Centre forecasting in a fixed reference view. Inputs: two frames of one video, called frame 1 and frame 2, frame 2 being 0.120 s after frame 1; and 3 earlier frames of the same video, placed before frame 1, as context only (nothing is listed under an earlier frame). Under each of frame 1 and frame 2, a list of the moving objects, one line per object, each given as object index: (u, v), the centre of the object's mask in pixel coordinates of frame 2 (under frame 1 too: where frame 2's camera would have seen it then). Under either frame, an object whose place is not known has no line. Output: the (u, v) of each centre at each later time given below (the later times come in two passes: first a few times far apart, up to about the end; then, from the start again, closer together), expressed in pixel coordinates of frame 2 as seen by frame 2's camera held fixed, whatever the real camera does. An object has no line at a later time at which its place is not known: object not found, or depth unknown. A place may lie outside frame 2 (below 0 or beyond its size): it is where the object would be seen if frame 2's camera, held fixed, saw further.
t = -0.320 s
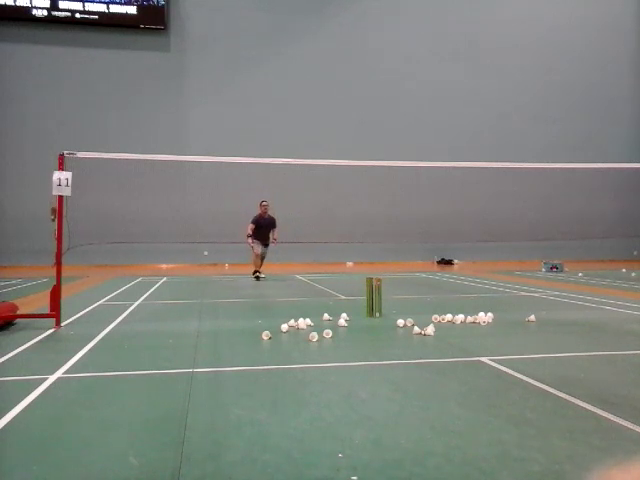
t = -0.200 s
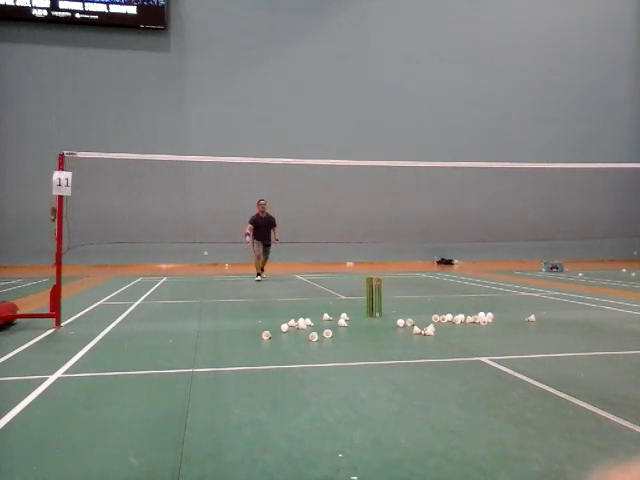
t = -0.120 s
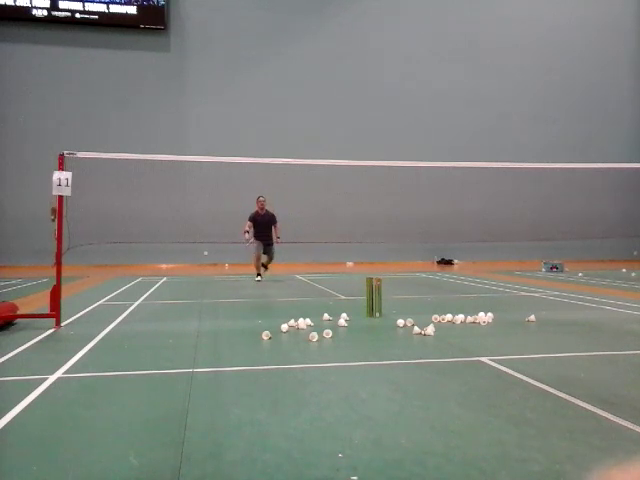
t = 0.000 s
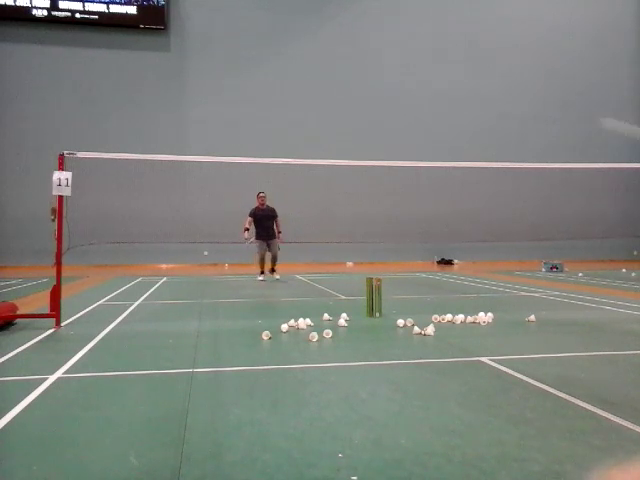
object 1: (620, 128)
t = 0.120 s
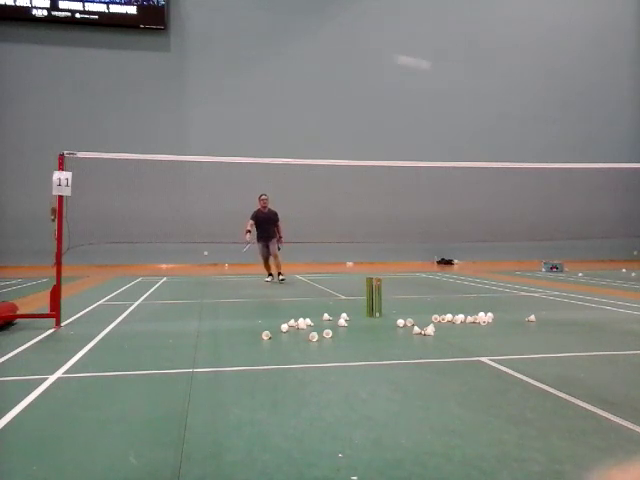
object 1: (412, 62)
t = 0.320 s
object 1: (291, 48)
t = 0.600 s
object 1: (232, 88)
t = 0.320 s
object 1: (291, 48)
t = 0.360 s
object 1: (278, 52)
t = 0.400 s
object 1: (268, 55)
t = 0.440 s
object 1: (258, 61)
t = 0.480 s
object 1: (251, 67)
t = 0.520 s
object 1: (244, 73)
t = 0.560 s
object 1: (237, 80)
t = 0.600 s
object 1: (232, 88)
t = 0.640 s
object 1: (227, 97)
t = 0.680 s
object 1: (223, 105)
